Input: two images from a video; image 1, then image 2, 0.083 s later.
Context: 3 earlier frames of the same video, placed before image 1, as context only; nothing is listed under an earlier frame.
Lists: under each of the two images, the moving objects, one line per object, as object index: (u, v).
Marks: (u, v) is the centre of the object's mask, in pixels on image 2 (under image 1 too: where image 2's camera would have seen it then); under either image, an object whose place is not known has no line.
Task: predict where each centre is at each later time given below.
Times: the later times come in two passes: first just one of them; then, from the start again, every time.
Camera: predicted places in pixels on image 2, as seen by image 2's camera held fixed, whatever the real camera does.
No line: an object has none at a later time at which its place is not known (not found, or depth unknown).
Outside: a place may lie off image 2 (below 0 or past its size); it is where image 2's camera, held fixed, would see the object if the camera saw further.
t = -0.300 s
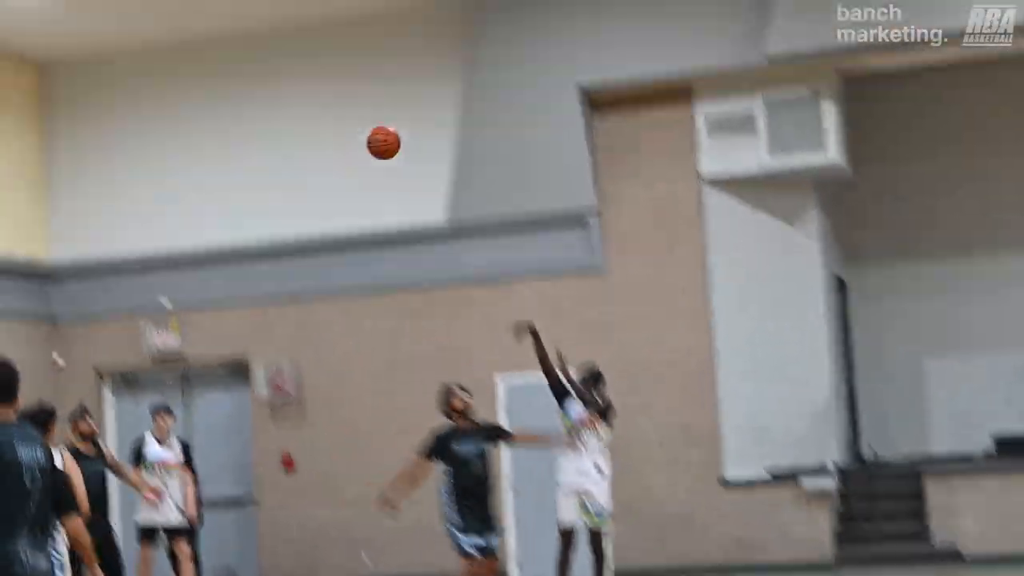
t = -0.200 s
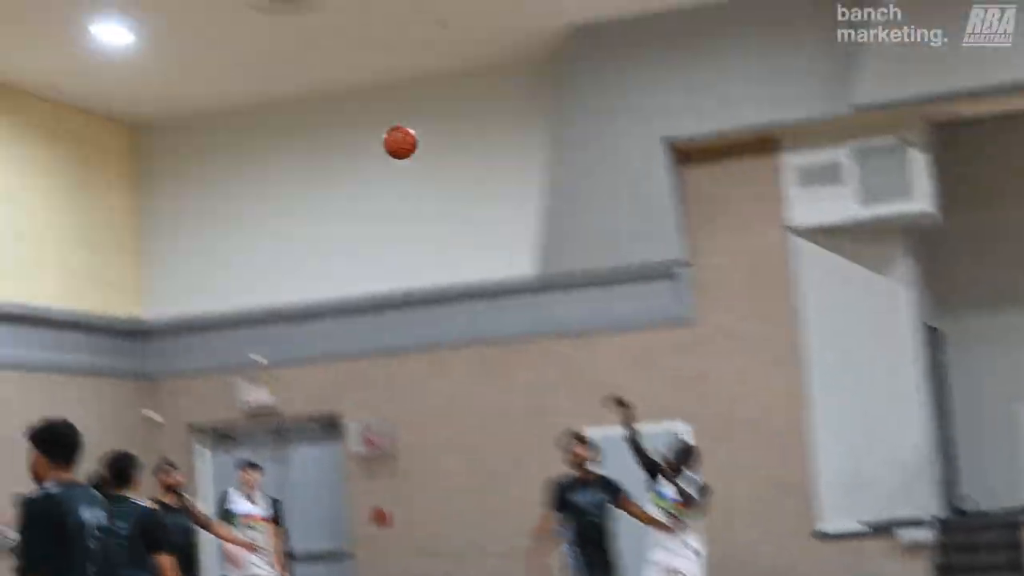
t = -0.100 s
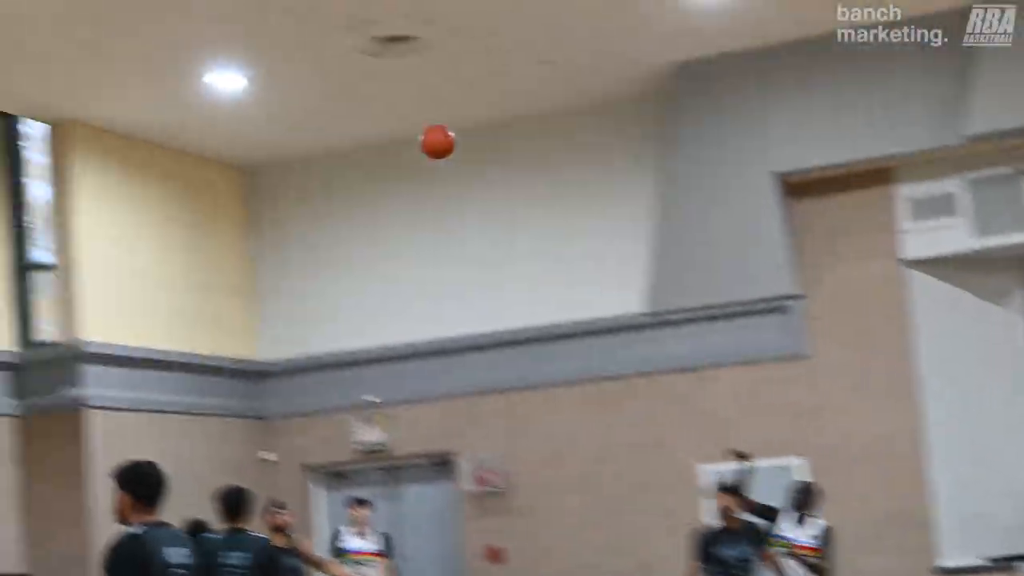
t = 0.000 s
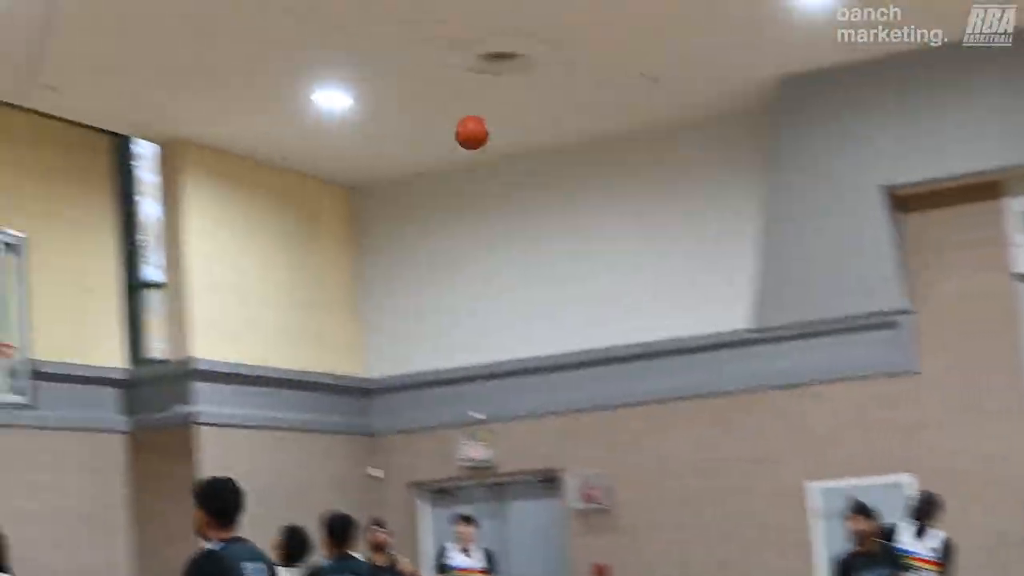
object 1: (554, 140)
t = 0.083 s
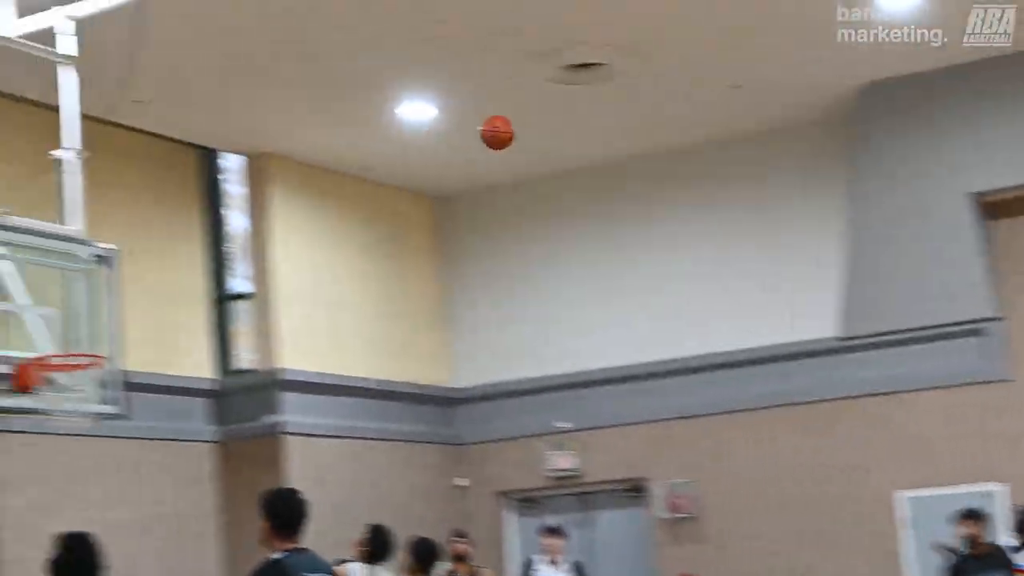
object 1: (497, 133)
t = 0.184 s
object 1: (430, 137)
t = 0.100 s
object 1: (486, 131)
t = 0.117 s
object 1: (474, 131)
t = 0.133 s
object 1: (463, 132)
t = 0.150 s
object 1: (451, 132)
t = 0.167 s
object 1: (441, 134)
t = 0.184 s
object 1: (430, 137)
